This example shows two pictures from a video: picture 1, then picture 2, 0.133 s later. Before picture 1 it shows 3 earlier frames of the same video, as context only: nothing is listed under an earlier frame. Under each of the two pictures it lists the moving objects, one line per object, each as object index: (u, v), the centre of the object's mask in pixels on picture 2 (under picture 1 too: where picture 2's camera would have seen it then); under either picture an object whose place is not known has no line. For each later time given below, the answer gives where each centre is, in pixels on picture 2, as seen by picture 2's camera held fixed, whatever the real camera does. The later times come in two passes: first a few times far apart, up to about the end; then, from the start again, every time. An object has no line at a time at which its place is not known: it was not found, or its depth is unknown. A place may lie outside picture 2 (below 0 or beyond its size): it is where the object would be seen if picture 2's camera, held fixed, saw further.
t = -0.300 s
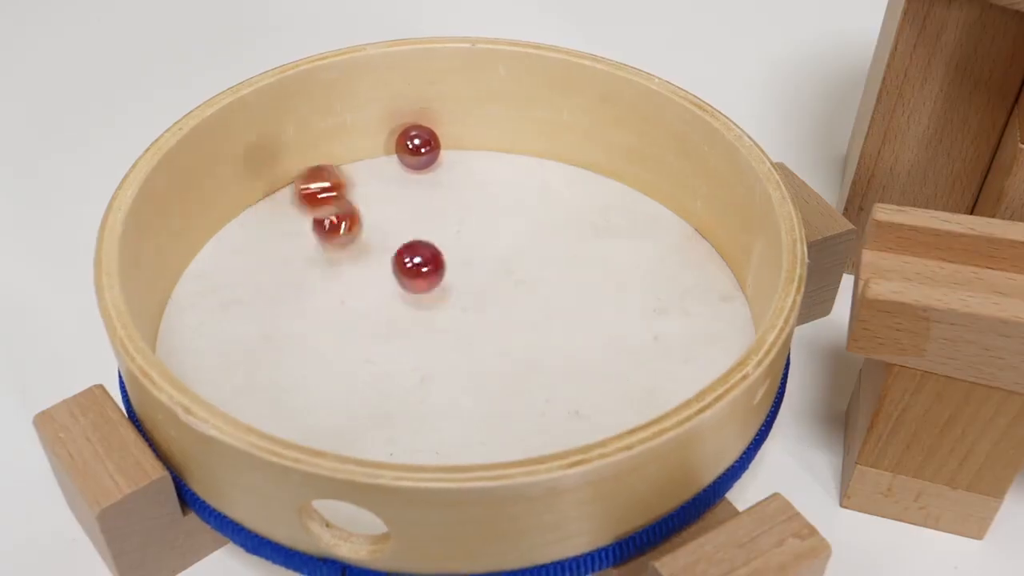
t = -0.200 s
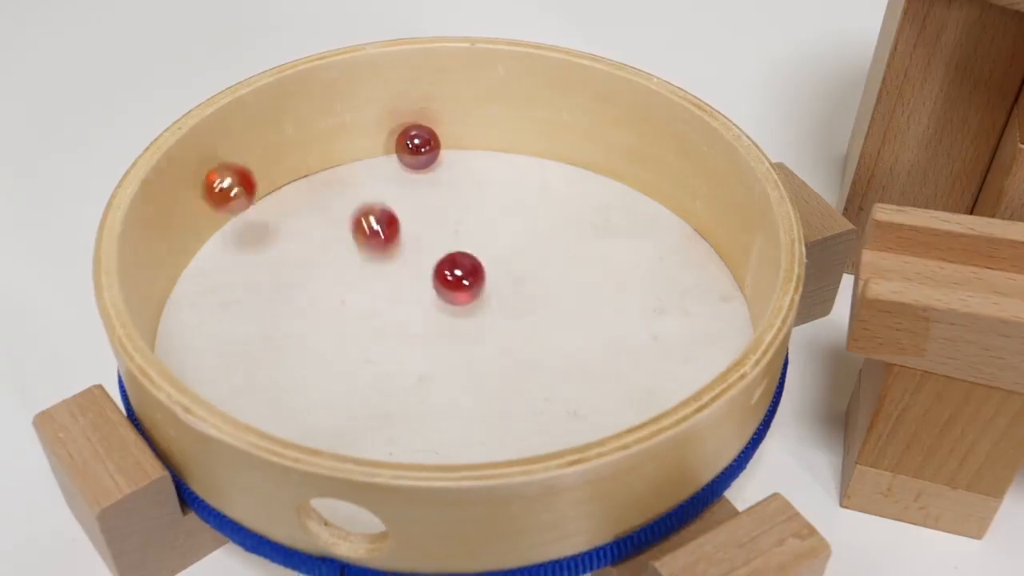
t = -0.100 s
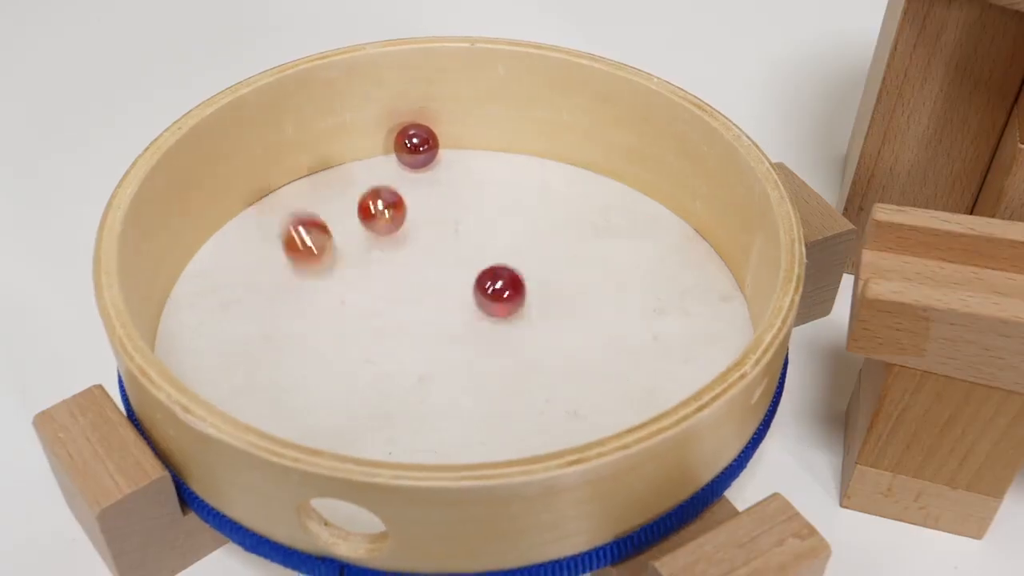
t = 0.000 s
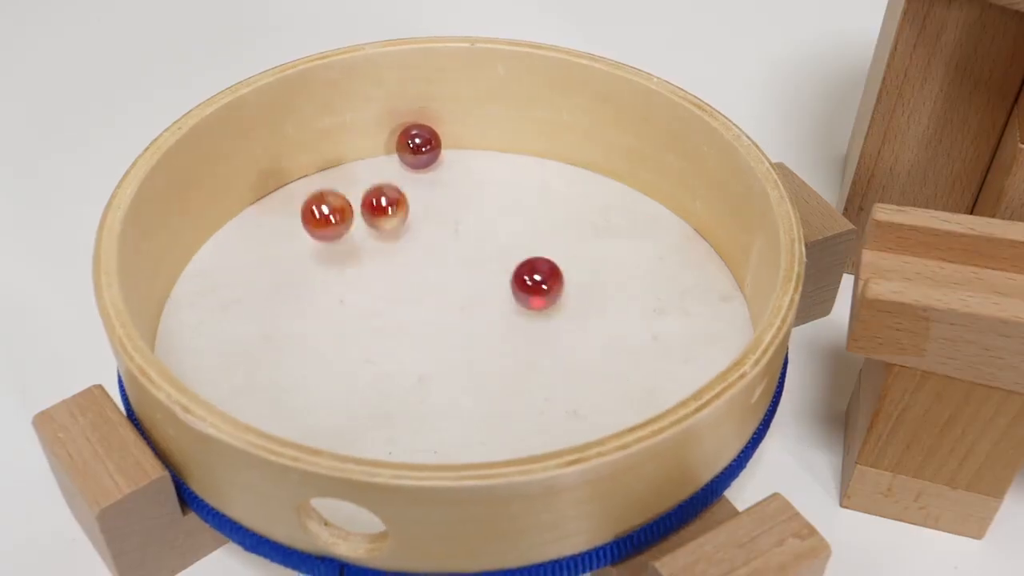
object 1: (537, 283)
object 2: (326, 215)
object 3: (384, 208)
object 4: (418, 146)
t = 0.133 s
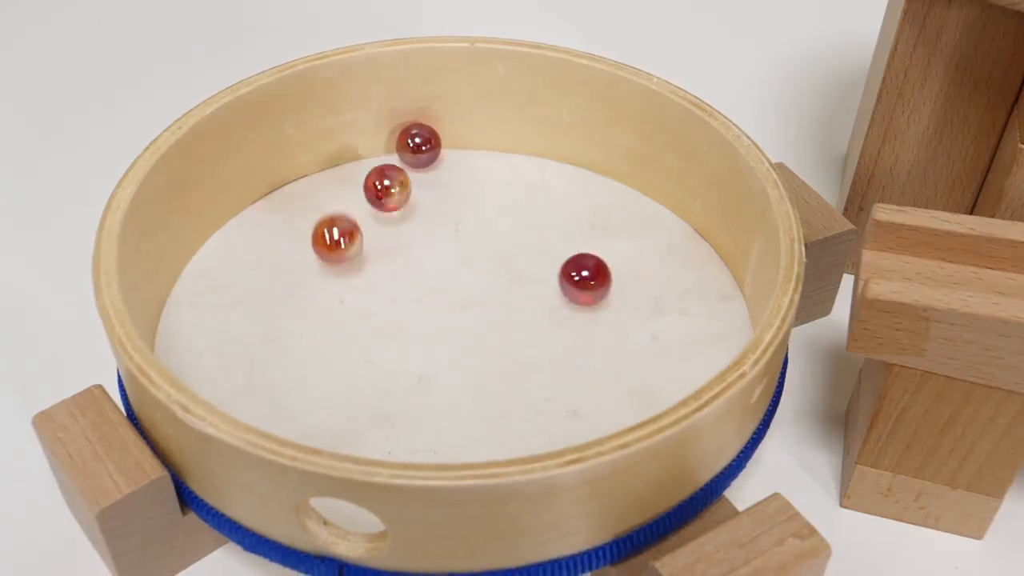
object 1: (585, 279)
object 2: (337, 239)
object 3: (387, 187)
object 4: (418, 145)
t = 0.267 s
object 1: (623, 268)
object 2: (339, 233)
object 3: (392, 180)
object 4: (417, 145)
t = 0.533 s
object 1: (688, 235)
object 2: (353, 224)
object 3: (398, 170)
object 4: (427, 145)
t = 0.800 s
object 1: (654, 213)
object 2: (363, 212)
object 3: (406, 171)
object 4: (421, 141)
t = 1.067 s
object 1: (609, 186)
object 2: (367, 192)
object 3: (413, 172)
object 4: (422, 141)
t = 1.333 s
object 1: (558, 157)
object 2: (368, 170)
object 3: (417, 172)
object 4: (426, 140)
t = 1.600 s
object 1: (498, 145)
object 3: (409, 173)
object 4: (429, 142)
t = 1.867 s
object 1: (475, 143)
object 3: (405, 172)
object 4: (427, 143)
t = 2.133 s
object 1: (475, 143)
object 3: (404, 172)
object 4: (420, 141)
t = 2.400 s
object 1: (478, 144)
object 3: (408, 172)
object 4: (433, 144)
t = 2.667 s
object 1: (481, 144)
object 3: (405, 171)
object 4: (427, 143)
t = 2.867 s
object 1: (480, 144)
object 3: (405, 172)
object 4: (427, 143)
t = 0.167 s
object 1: (595, 277)
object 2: (336, 234)
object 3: (390, 197)
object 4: (418, 145)
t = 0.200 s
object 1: (604, 274)
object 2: (336, 225)
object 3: (390, 184)
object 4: (418, 146)
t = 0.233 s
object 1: (613, 272)
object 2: (339, 241)
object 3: (391, 190)
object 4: (417, 146)
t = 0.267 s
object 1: (623, 268)
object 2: (339, 233)
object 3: (392, 180)
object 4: (417, 145)
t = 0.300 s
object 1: (632, 266)
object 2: (340, 228)
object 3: (394, 178)
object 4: (418, 144)
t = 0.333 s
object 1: (641, 262)
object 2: (343, 245)
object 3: (396, 175)
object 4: (419, 144)
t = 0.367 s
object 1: (650, 258)
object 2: (343, 229)
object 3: (397, 168)
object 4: (421, 142)
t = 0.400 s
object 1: (659, 254)
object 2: (346, 236)
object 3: (400, 168)
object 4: (421, 142)
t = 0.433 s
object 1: (666, 249)
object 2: (347, 229)
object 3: (399, 169)
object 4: (423, 142)
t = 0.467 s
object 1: (674, 244)
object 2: (349, 230)
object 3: (399, 168)
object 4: (426, 143)
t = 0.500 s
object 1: (681, 239)
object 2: (351, 228)
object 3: (398, 169)
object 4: (427, 144)
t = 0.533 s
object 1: (688, 235)
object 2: (353, 224)
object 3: (398, 170)
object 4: (427, 145)
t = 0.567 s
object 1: (690, 232)
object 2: (355, 225)
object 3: (398, 170)
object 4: (428, 146)
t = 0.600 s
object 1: (685, 230)
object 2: (357, 223)
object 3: (399, 170)
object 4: (428, 146)
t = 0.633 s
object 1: (681, 228)
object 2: (358, 219)
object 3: (400, 169)
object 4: (427, 145)
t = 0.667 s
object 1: (676, 226)
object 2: (360, 223)
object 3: (401, 170)
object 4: (427, 145)
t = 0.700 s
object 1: (671, 223)
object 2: (361, 216)
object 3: (402, 170)
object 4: (425, 143)
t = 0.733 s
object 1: (665, 220)
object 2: (362, 214)
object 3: (403, 170)
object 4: (424, 142)
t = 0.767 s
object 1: (660, 217)
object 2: (363, 214)
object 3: (405, 171)
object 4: (422, 142)
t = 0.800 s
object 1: (654, 213)
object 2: (363, 212)
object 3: (406, 171)
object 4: (421, 141)
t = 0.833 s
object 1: (648, 210)
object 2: (363, 209)
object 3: (407, 171)
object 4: (420, 141)
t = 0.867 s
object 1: (642, 206)
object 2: (364, 205)
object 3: (409, 172)
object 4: (418, 140)
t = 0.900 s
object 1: (636, 203)
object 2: (364, 204)
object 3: (410, 172)
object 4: (417, 140)
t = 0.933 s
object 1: (631, 200)
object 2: (364, 202)
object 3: (411, 172)
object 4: (417, 140)
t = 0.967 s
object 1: (626, 196)
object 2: (365, 200)
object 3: (412, 172)
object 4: (418, 140)
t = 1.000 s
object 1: (620, 193)
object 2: (365, 197)
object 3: (412, 172)
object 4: (419, 140)
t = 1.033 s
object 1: (615, 189)
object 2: (366, 195)
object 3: (413, 172)
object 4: (421, 140)
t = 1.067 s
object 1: (609, 186)
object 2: (367, 192)
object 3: (413, 172)
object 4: (422, 141)
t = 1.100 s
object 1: (603, 182)
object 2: (368, 189)
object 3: (413, 172)
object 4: (424, 141)
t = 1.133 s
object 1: (598, 177)
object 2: (369, 186)
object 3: (413, 172)
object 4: (425, 141)
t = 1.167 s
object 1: (592, 173)
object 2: (369, 184)
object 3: (414, 172)
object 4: (426, 141)
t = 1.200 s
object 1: (587, 167)
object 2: (369, 181)
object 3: (415, 172)
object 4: (427, 140)
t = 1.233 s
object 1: (580, 163)
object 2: (368, 179)
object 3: (416, 172)
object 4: (427, 140)
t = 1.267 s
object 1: (572, 162)
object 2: (368, 176)
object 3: (416, 172)
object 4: (427, 140)
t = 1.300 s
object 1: (565, 160)
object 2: (368, 173)
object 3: (417, 172)
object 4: (426, 140)
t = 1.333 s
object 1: (558, 157)
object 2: (368, 170)
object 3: (417, 172)
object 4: (426, 140)
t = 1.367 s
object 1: (551, 156)
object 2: (369, 167)
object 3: (417, 172)
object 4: (425, 140)
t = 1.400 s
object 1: (543, 154)
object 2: (370, 163)
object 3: (416, 172)
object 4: (424, 140)
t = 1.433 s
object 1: (536, 152)
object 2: (372, 160)
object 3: (416, 172)
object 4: (423, 140)
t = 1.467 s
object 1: (529, 149)
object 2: (374, 157)
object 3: (415, 172)
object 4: (422, 140)
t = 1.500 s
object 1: (522, 148)
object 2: (375, 154)
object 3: (414, 172)
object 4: (423, 140)
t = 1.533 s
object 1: (514, 147)
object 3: (412, 173)
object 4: (425, 141)
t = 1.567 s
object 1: (506, 146)
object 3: (411, 173)
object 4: (427, 142)
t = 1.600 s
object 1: (498, 145)
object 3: (409, 173)
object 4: (429, 142)
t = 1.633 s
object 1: (490, 145)
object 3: (408, 173)
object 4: (430, 143)
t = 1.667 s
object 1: (482, 143)
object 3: (407, 173)
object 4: (430, 143)
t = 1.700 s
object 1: (475, 143)
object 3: (407, 173)
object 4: (431, 143)
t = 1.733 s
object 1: (475, 143)
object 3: (407, 173)
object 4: (431, 143)
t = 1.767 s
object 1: (475, 143)
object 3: (406, 173)
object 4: (430, 143)
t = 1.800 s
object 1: (474, 143)
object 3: (406, 173)
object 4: (429, 143)
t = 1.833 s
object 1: (475, 143)
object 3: (405, 172)
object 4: (428, 143)
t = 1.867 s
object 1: (475, 143)
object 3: (405, 172)
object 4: (427, 143)
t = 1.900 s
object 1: (475, 143)
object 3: (404, 172)
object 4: (424, 143)
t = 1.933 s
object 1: (475, 143)
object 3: (403, 172)
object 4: (422, 142)
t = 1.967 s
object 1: (475, 143)
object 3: (403, 172)
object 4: (420, 141)
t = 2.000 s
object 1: (475, 143)
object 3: (402, 172)
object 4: (419, 141)
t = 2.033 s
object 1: (475, 144)
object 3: (403, 172)
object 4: (418, 141)
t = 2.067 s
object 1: (475, 143)
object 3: (403, 172)
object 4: (418, 141)
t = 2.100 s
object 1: (475, 143)
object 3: (403, 172)
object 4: (418, 141)
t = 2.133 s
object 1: (475, 143)
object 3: (404, 172)
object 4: (420, 141)
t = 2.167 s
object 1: (475, 143)
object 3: (405, 172)
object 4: (423, 141)
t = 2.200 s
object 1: (475, 143)
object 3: (406, 171)
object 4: (425, 142)
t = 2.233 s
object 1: (475, 143)
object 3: (406, 171)
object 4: (427, 144)
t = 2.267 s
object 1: (475, 143)
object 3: (406, 171)
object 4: (430, 144)
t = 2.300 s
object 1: (476, 143)
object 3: (407, 172)
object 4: (432, 144)
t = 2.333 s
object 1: (476, 143)
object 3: (407, 171)
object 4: (433, 143)
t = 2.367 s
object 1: (478, 143)
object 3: (408, 172)
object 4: (433, 144)
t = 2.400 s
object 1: (478, 144)
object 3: (408, 172)
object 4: (433, 144)
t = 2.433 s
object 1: (480, 143)
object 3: (408, 172)
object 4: (433, 144)
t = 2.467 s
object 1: (480, 144)
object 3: (408, 172)
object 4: (433, 144)
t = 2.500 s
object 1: (481, 144)
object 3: (408, 172)
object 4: (432, 144)
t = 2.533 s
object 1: (481, 144)
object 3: (408, 172)
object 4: (431, 144)
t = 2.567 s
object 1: (482, 144)
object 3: (407, 172)
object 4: (430, 143)
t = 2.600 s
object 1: (482, 144)
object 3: (407, 172)
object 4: (429, 143)
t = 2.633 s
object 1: (482, 144)
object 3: (406, 171)
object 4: (428, 143)
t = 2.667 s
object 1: (481, 144)
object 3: (405, 171)
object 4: (427, 143)
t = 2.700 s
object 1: (481, 144)
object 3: (405, 171)
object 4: (427, 143)
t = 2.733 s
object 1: (481, 144)
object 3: (405, 171)
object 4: (427, 143)
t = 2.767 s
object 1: (481, 144)
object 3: (405, 171)
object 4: (427, 143)
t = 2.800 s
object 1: (480, 144)
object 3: (405, 171)
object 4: (427, 143)
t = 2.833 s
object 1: (480, 144)
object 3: (405, 172)
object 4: (427, 143)
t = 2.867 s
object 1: (480, 144)
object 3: (405, 172)
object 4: (427, 143)
